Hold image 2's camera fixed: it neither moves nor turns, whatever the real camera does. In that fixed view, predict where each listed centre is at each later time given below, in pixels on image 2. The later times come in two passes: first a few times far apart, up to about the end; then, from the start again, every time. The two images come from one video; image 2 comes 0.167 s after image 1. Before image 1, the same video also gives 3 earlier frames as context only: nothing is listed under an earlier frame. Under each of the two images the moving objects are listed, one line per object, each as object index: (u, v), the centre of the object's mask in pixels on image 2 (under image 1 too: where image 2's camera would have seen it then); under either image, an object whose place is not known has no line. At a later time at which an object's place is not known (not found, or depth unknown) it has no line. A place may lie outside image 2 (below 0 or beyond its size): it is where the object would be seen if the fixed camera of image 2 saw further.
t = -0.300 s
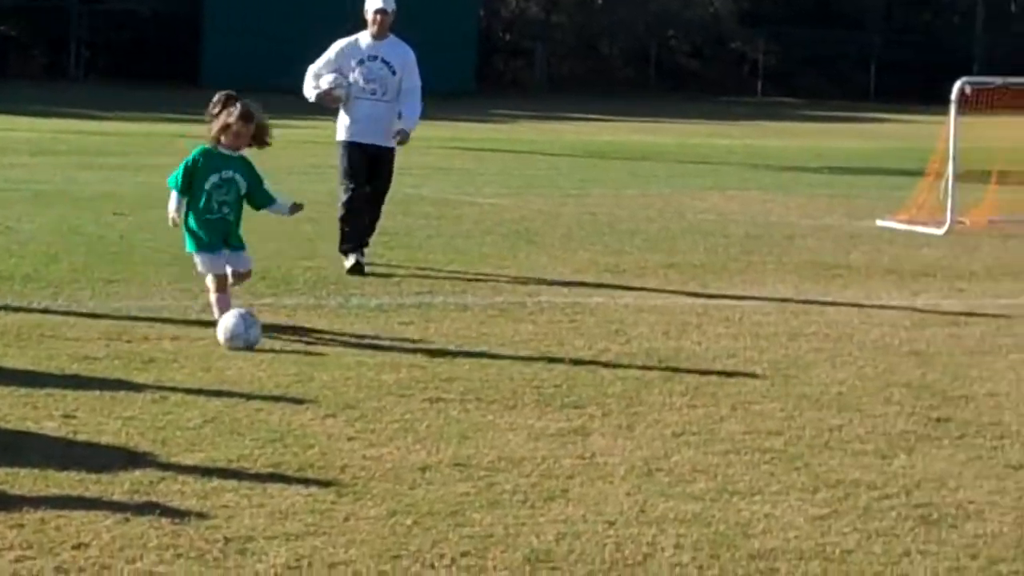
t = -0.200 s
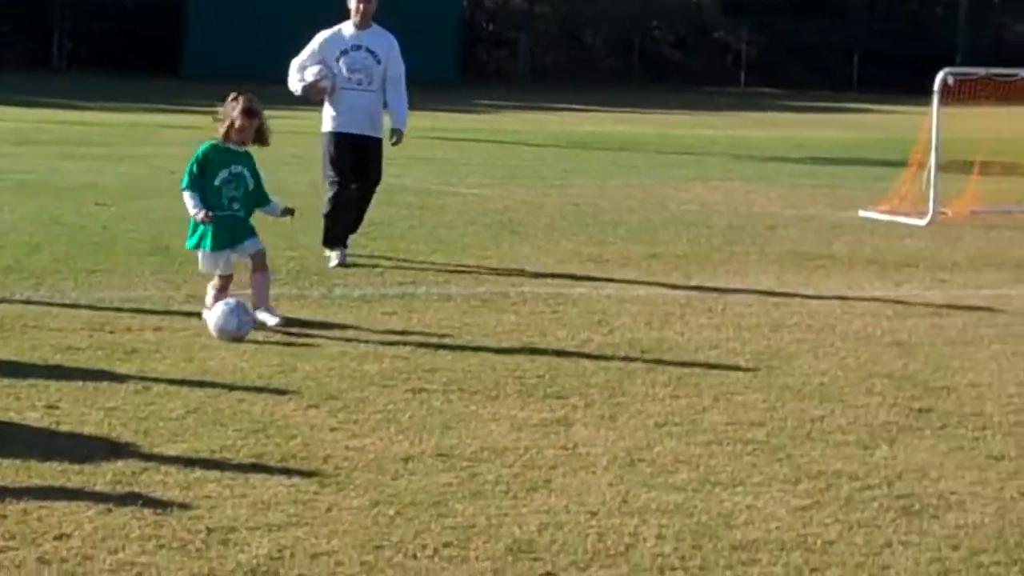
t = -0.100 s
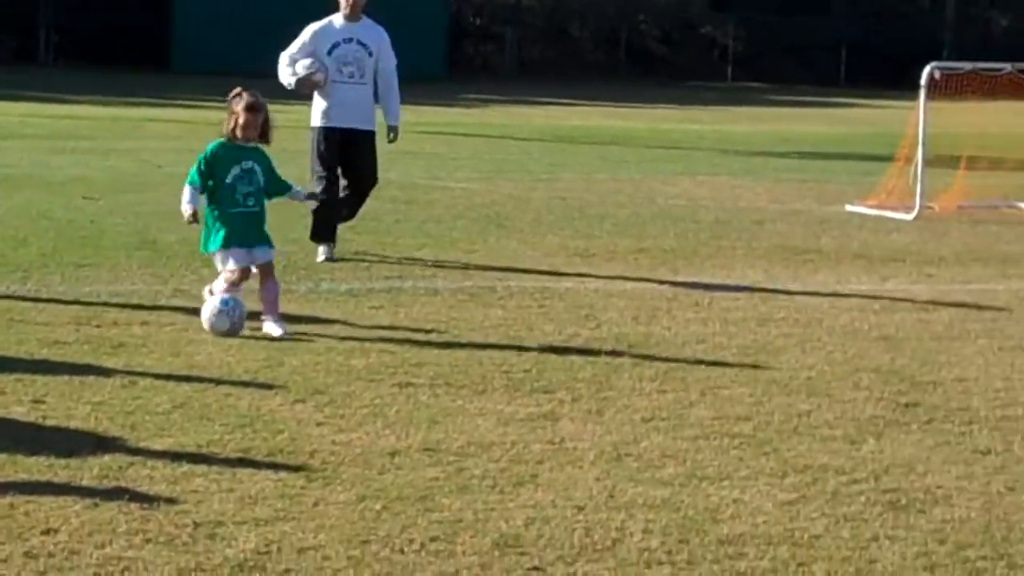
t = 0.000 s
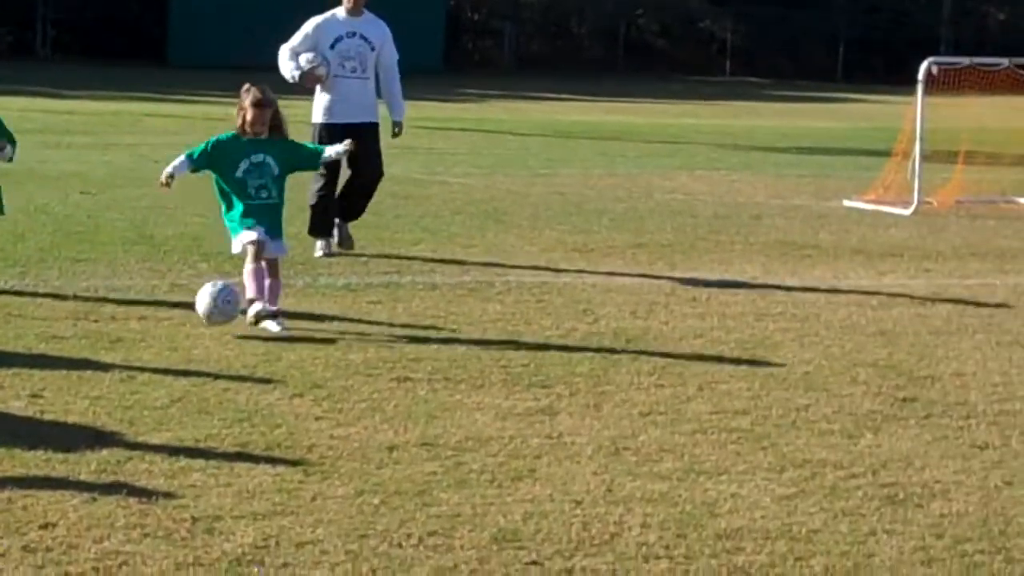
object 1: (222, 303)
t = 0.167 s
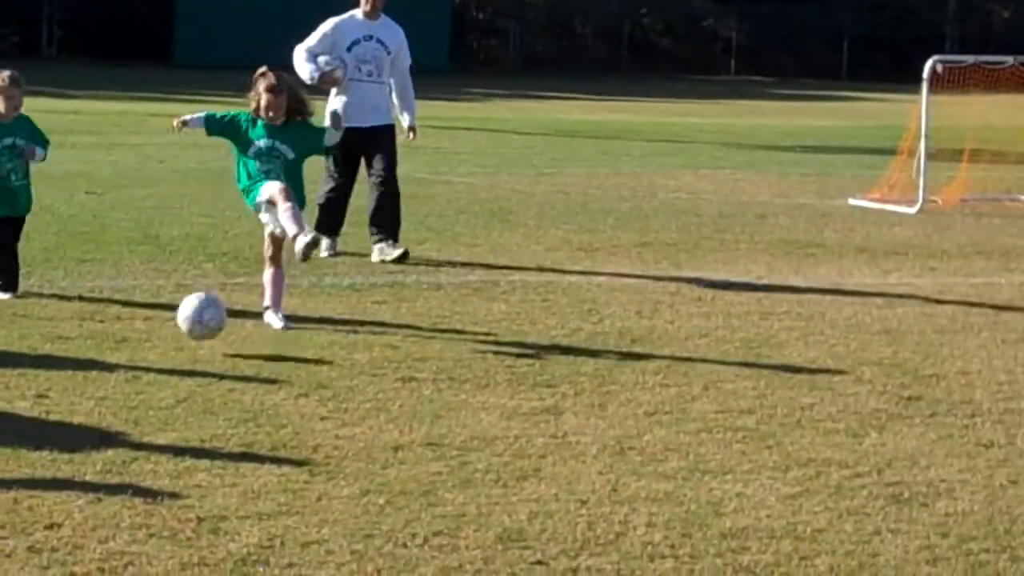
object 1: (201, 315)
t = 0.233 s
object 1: (191, 339)
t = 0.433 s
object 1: (175, 355)
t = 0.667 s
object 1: (165, 371)
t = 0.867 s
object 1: (158, 384)
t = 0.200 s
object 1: (196, 327)
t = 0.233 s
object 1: (191, 339)
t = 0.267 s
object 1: (188, 340)
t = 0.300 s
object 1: (186, 338)
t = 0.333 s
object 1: (184, 338)
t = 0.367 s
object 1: (181, 341)
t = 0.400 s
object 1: (178, 347)
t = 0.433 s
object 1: (175, 355)
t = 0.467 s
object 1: (172, 361)
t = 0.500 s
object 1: (171, 360)
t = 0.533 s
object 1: (171, 360)
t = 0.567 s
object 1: (170, 363)
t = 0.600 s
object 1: (169, 368)
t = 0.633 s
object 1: (167, 370)
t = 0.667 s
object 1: (165, 371)
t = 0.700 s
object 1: (165, 372)
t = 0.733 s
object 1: (163, 375)
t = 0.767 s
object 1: (162, 378)
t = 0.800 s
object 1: (160, 380)
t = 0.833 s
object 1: (159, 381)
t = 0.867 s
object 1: (158, 384)
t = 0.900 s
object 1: (157, 386)
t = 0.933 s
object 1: (156, 387)
